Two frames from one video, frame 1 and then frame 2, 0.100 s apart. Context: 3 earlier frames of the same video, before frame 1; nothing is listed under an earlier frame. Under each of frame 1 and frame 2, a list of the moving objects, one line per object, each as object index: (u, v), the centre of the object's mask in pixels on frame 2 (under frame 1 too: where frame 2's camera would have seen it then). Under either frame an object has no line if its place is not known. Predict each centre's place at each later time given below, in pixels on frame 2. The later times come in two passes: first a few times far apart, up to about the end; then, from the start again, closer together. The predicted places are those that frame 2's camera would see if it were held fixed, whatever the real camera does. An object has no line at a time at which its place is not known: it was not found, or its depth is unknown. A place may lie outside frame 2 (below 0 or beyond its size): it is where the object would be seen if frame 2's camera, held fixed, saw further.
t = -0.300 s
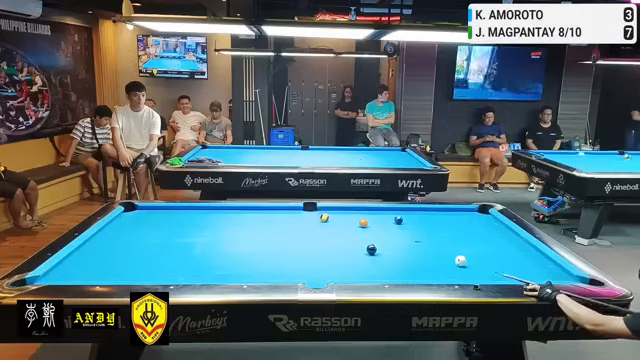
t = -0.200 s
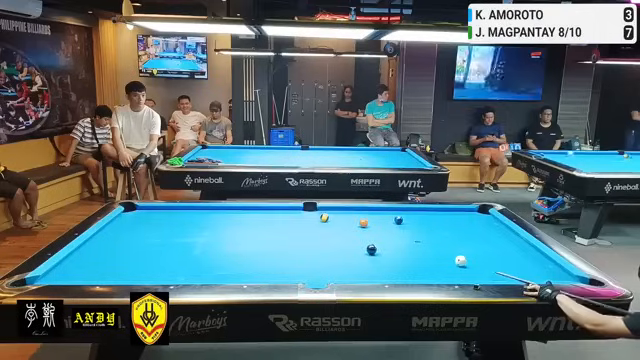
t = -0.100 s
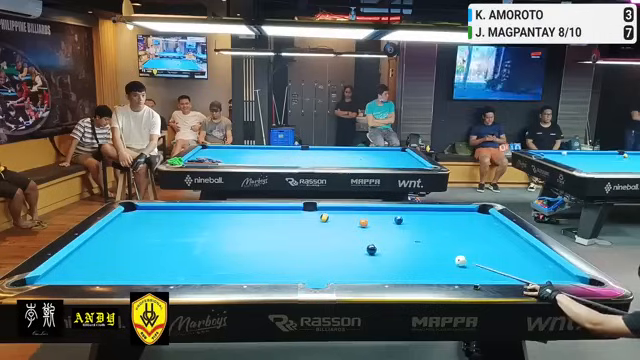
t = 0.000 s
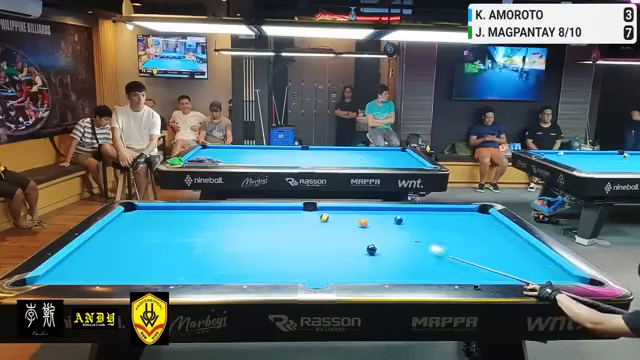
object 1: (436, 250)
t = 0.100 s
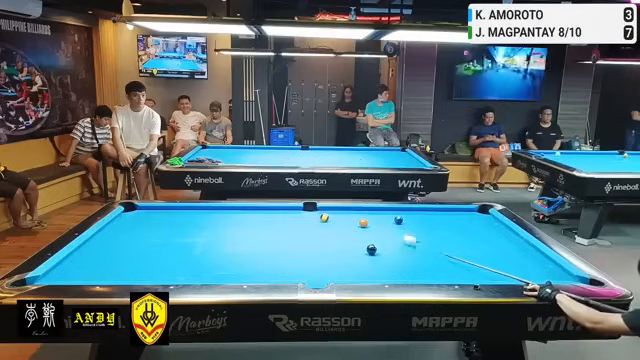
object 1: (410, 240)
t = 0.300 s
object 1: (372, 225)
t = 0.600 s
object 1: (368, 218)
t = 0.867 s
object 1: (362, 211)
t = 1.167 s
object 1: (357, 211)
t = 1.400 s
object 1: (354, 214)
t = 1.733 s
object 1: (348, 218)
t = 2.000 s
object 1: (346, 221)
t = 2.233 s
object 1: (344, 221)
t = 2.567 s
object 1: (339, 227)
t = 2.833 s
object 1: (337, 228)
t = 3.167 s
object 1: (334, 232)
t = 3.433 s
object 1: (332, 233)
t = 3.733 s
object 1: (331, 235)
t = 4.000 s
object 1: (330, 236)
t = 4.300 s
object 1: (328, 238)
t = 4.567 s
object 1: (328, 238)
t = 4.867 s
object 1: (328, 239)
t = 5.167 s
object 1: (328, 239)
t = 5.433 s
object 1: (328, 239)
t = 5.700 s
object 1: (328, 239)
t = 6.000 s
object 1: (327, 239)
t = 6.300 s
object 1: (327, 239)
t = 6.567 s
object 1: (327, 239)
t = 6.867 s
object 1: (327, 239)
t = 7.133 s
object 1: (327, 239)
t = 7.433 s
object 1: (327, 238)
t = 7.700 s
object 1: (327, 238)
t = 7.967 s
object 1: (327, 238)
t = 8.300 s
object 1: (327, 238)
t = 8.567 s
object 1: (327, 238)
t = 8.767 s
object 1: (327, 238)
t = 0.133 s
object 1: (401, 237)
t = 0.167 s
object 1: (393, 234)
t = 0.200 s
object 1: (386, 231)
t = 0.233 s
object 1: (378, 228)
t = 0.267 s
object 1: (373, 226)
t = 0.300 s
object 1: (372, 225)
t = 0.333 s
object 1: (372, 224)
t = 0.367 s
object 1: (372, 223)
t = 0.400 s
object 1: (372, 223)
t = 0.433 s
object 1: (372, 222)
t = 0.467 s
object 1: (372, 221)
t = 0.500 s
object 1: (371, 221)
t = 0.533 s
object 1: (370, 220)
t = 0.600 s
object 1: (368, 218)
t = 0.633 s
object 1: (367, 217)
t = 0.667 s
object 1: (366, 216)
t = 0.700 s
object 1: (366, 215)
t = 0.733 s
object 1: (365, 214)
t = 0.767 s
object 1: (364, 213)
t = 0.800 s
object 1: (363, 212)
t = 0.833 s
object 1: (362, 211)
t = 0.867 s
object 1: (362, 211)
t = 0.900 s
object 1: (360, 210)
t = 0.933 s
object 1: (360, 209)
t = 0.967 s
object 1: (359, 209)
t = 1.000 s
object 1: (359, 209)
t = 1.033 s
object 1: (358, 209)
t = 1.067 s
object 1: (358, 209)
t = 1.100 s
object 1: (357, 210)
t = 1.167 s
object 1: (357, 211)
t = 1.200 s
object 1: (356, 212)
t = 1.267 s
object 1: (355, 212)
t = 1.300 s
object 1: (355, 213)
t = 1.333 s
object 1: (355, 213)
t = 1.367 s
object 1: (354, 214)
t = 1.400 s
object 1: (354, 214)
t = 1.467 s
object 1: (353, 214)
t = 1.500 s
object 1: (353, 215)
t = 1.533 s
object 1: (352, 215)
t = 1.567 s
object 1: (352, 215)
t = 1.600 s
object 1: (350, 216)
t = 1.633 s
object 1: (350, 216)
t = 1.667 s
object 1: (349, 218)
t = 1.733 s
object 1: (348, 218)
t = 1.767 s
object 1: (348, 219)
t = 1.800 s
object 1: (348, 219)
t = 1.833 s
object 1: (348, 219)
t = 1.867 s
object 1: (347, 220)
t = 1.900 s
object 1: (347, 220)
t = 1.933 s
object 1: (346, 221)
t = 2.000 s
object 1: (346, 221)
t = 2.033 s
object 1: (346, 221)
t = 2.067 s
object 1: (345, 221)
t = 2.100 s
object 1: (345, 221)
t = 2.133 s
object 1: (345, 221)
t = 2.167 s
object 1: (344, 222)
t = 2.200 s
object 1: (344, 222)
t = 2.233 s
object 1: (344, 221)
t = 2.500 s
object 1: (340, 227)
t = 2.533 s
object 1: (340, 226)
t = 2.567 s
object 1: (339, 227)
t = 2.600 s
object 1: (339, 227)
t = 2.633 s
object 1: (339, 227)
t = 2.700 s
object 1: (338, 227)
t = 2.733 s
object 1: (338, 227)
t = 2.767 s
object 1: (337, 228)
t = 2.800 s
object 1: (337, 228)
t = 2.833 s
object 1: (337, 228)
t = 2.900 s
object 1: (336, 229)
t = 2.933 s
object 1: (336, 229)
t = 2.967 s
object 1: (336, 230)
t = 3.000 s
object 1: (335, 230)
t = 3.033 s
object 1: (335, 230)
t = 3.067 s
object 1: (335, 231)
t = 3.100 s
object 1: (334, 231)
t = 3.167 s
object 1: (334, 232)
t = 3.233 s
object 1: (334, 232)
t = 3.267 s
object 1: (333, 232)
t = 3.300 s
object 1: (333, 233)
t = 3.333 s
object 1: (333, 232)
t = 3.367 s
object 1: (332, 233)
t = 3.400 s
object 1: (332, 233)
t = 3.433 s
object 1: (332, 233)
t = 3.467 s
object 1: (332, 234)
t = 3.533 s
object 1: (332, 234)
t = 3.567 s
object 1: (332, 234)
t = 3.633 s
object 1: (331, 235)
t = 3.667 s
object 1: (331, 235)
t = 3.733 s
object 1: (331, 235)
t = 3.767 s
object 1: (330, 235)
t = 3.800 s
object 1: (330, 235)
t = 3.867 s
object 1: (330, 236)
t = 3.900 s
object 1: (330, 236)
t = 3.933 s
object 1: (330, 236)
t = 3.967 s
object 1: (330, 236)
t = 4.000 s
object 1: (330, 236)
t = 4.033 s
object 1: (330, 236)
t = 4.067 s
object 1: (330, 236)
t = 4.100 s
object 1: (329, 237)
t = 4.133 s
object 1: (329, 237)
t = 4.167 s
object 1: (329, 237)
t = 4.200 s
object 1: (329, 237)
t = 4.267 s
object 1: (328, 238)
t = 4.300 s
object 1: (328, 238)
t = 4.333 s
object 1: (329, 237)
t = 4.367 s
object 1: (328, 238)
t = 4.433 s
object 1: (328, 238)
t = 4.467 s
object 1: (328, 238)
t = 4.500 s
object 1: (328, 238)
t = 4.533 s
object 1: (328, 238)
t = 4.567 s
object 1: (328, 238)
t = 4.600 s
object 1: (328, 238)
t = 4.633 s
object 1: (328, 238)
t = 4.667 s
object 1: (328, 238)
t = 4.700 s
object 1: (328, 238)
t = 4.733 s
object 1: (328, 239)
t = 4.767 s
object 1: (328, 239)
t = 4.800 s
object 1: (328, 239)
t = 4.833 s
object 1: (328, 239)
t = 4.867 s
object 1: (328, 239)
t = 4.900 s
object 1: (328, 239)
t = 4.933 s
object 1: (328, 239)
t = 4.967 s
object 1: (328, 239)
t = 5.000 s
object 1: (328, 239)
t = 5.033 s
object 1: (328, 239)
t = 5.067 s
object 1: (328, 239)
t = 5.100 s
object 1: (328, 239)
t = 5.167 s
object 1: (328, 239)
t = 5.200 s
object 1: (328, 239)
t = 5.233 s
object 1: (328, 239)
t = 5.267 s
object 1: (328, 239)
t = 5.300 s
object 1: (328, 239)
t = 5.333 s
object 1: (328, 239)
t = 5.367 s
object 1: (328, 239)
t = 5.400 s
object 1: (328, 239)
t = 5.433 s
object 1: (328, 239)
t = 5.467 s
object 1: (328, 239)
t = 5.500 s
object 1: (328, 239)
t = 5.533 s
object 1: (328, 239)
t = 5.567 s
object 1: (328, 239)
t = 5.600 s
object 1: (328, 239)
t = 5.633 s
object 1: (328, 239)
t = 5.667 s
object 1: (328, 239)
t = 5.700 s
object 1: (328, 239)
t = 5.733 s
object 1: (328, 239)
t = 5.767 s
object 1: (328, 239)
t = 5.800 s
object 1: (327, 239)
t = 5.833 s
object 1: (327, 239)
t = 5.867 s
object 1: (327, 239)
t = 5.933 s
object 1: (327, 239)
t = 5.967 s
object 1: (327, 239)
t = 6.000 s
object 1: (327, 239)
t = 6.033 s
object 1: (327, 239)
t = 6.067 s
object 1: (327, 239)
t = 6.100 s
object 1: (327, 239)
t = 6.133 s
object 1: (327, 239)
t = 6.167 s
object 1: (327, 239)
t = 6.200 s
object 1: (327, 239)
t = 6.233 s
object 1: (327, 239)
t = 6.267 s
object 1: (327, 239)
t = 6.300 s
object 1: (327, 239)
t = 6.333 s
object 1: (327, 239)
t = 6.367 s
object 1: (327, 239)
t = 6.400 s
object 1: (327, 239)
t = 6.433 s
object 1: (327, 239)
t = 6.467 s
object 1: (327, 239)
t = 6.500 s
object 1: (327, 239)
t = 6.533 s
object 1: (327, 239)
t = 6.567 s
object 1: (327, 239)
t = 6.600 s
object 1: (327, 239)
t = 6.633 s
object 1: (327, 239)
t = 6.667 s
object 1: (327, 239)
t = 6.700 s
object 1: (327, 239)
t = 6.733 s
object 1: (327, 239)
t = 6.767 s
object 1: (327, 239)
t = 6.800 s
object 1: (327, 239)
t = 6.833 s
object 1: (327, 239)
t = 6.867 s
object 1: (327, 239)
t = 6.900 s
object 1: (327, 239)
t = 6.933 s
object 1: (327, 239)
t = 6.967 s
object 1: (327, 239)
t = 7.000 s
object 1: (327, 239)
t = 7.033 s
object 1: (327, 239)
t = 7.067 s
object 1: (327, 239)
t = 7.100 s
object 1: (327, 239)
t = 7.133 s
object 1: (327, 239)
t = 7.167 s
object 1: (327, 239)
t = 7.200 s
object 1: (327, 239)
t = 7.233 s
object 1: (327, 239)
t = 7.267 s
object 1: (327, 239)
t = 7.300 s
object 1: (327, 239)
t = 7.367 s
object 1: (327, 238)
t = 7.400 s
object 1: (327, 238)
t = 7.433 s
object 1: (327, 238)
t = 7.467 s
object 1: (327, 238)
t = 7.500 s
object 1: (327, 238)
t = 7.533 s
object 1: (327, 238)
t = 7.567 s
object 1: (327, 238)
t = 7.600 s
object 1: (327, 238)
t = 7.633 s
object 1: (327, 238)
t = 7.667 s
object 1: (327, 238)
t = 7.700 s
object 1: (327, 238)
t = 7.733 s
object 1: (327, 238)
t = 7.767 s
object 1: (327, 238)
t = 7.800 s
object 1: (327, 238)
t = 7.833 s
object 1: (327, 238)
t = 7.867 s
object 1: (327, 238)
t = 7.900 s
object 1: (327, 238)
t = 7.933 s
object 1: (327, 238)
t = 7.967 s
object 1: (327, 238)
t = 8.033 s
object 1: (327, 238)
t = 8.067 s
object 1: (327, 238)
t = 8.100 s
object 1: (327, 238)
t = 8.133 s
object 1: (327, 238)
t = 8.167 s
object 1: (327, 238)
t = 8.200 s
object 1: (327, 238)
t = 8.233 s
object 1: (327, 238)
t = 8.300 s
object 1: (327, 238)
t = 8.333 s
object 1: (327, 238)
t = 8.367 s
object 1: (327, 238)
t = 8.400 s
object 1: (327, 238)
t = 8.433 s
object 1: (327, 238)
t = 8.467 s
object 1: (327, 238)
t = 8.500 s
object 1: (327, 238)
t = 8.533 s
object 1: (327, 238)
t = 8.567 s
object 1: (327, 238)
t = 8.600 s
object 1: (327, 238)
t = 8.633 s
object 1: (327, 238)
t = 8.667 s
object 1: (327, 238)
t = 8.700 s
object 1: (327, 238)
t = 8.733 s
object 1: (327, 238)
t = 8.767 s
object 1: (327, 238)
